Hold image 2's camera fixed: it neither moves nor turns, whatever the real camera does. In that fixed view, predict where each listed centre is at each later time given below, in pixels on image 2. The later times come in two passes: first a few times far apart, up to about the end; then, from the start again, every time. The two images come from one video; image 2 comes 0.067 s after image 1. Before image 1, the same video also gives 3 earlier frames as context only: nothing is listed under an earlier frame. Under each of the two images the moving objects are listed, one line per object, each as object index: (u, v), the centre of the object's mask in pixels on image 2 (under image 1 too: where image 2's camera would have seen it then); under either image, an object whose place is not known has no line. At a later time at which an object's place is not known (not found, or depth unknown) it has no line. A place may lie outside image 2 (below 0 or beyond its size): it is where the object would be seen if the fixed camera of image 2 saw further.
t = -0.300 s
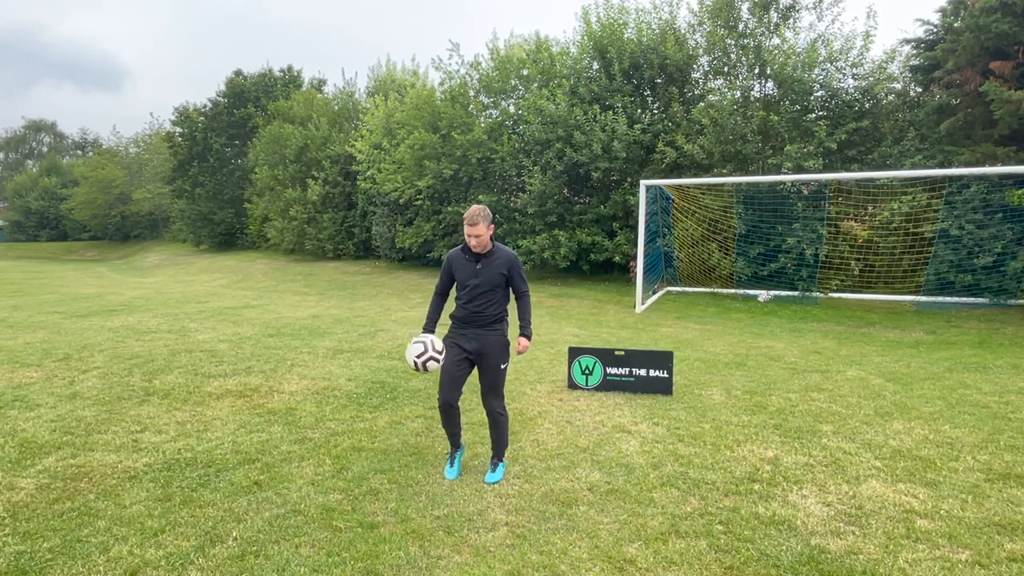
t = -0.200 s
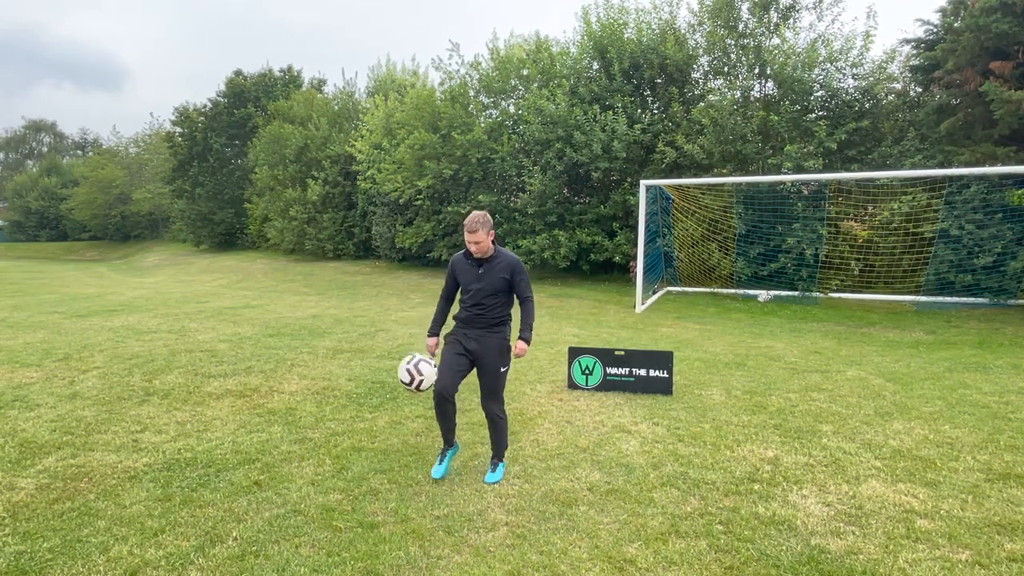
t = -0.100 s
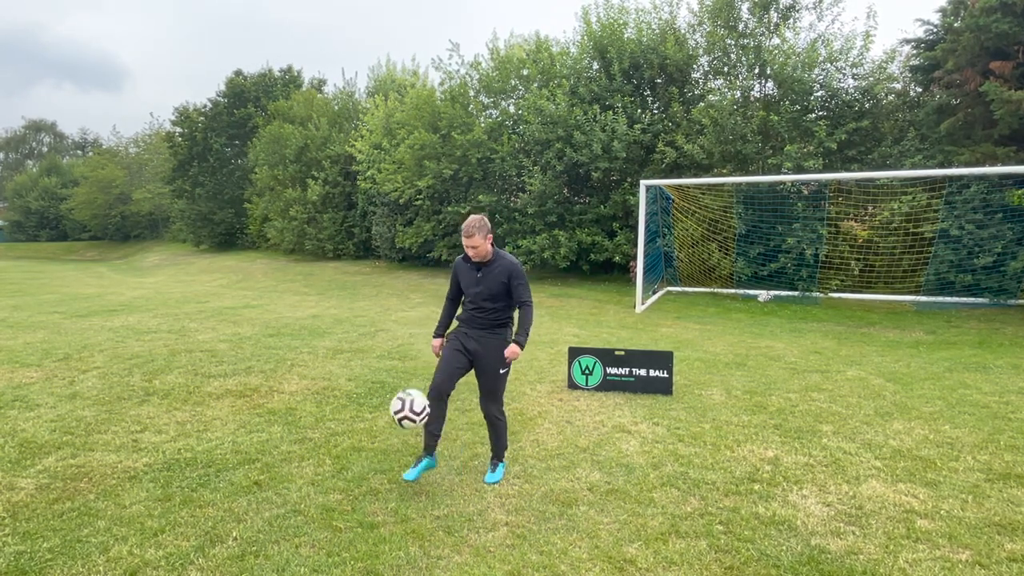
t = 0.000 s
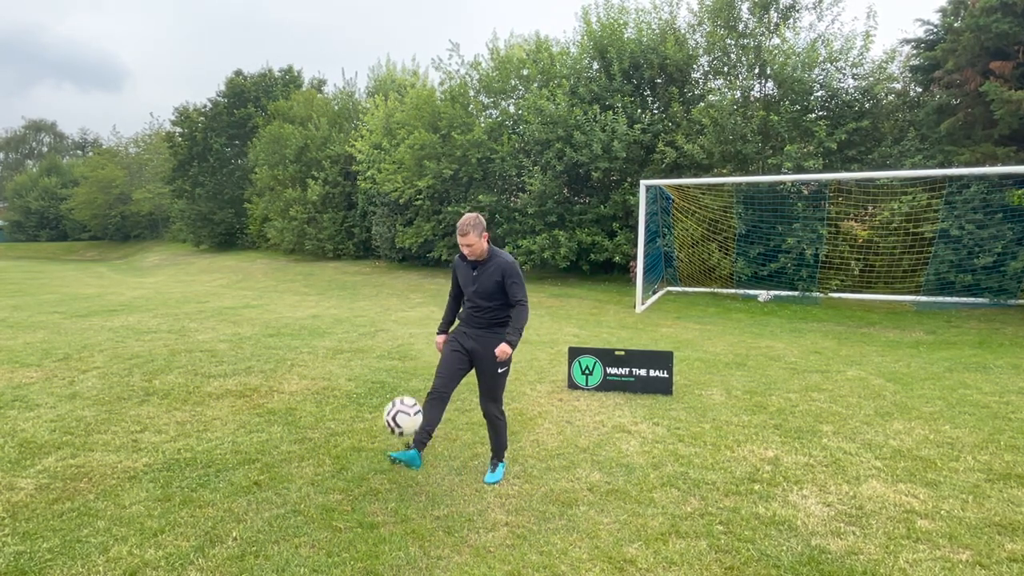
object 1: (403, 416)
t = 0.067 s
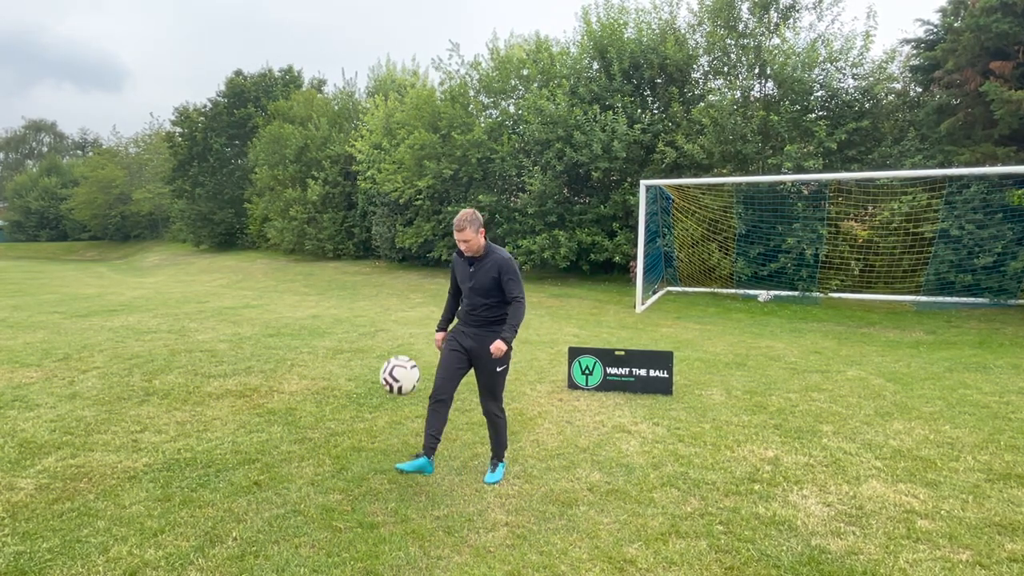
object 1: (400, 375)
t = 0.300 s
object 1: (387, 290)
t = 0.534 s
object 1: (372, 303)
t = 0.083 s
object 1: (399, 366)
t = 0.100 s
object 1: (398, 357)
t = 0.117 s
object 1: (397, 349)
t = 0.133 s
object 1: (396, 342)
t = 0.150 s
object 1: (395, 335)
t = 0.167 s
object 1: (395, 328)
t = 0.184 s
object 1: (394, 321)
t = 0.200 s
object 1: (393, 315)
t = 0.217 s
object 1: (392, 310)
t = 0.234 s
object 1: (391, 305)
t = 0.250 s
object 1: (390, 301)
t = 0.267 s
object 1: (389, 297)
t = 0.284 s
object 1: (388, 293)
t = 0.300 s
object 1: (387, 290)
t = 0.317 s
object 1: (386, 288)
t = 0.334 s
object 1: (385, 286)
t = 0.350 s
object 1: (384, 284)
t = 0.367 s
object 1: (383, 284)
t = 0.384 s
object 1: (382, 283)
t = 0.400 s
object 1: (381, 283)
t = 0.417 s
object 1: (380, 284)
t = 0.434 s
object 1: (379, 285)
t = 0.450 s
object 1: (378, 287)
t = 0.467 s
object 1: (376, 289)
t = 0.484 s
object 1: (375, 292)
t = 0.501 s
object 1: (374, 295)
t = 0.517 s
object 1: (373, 299)
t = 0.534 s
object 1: (372, 303)
